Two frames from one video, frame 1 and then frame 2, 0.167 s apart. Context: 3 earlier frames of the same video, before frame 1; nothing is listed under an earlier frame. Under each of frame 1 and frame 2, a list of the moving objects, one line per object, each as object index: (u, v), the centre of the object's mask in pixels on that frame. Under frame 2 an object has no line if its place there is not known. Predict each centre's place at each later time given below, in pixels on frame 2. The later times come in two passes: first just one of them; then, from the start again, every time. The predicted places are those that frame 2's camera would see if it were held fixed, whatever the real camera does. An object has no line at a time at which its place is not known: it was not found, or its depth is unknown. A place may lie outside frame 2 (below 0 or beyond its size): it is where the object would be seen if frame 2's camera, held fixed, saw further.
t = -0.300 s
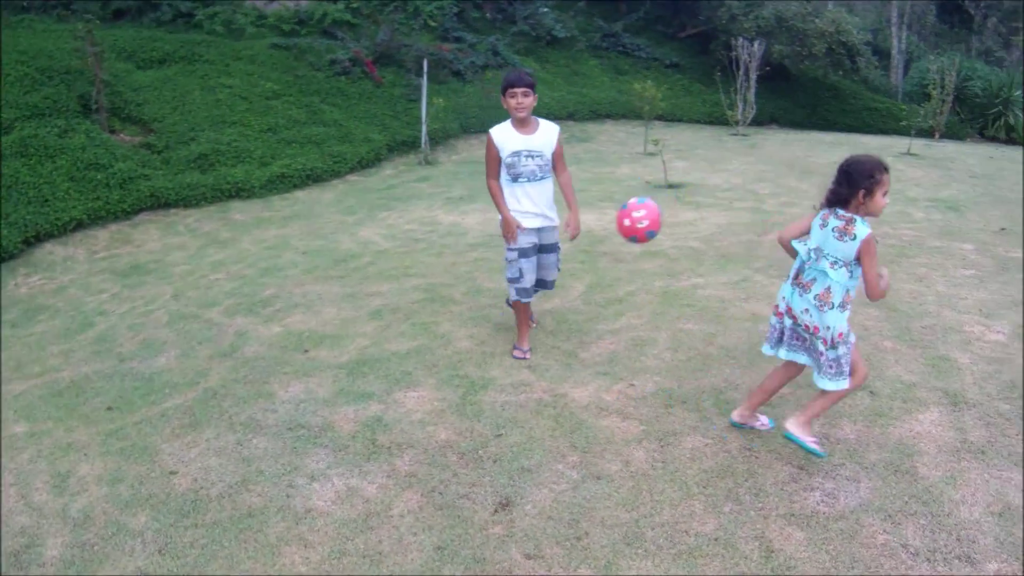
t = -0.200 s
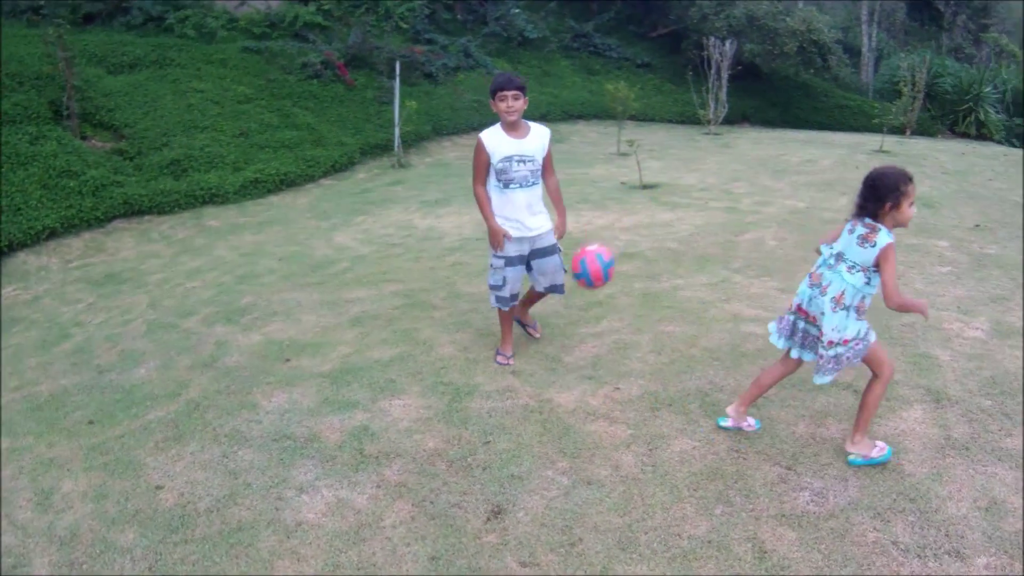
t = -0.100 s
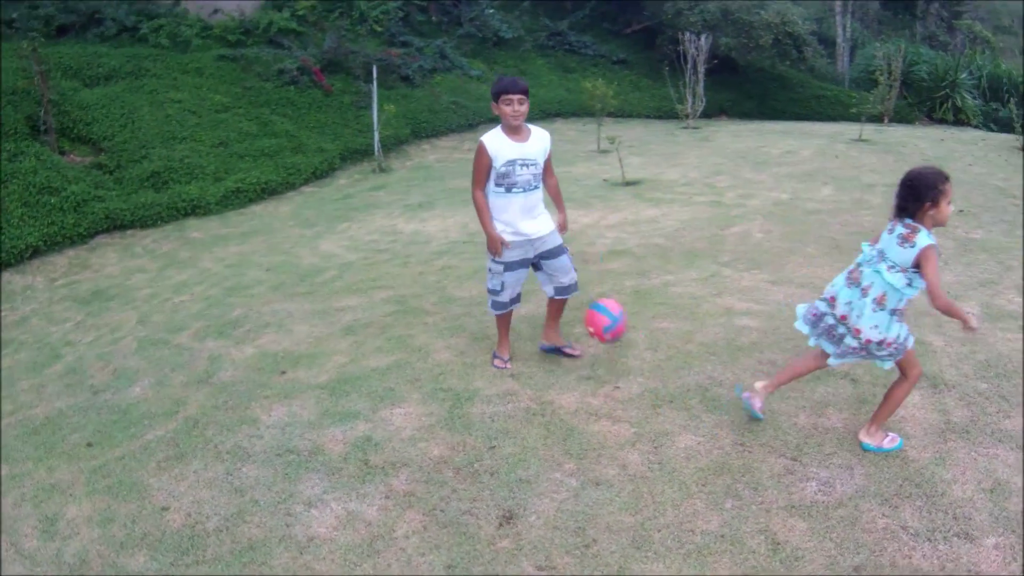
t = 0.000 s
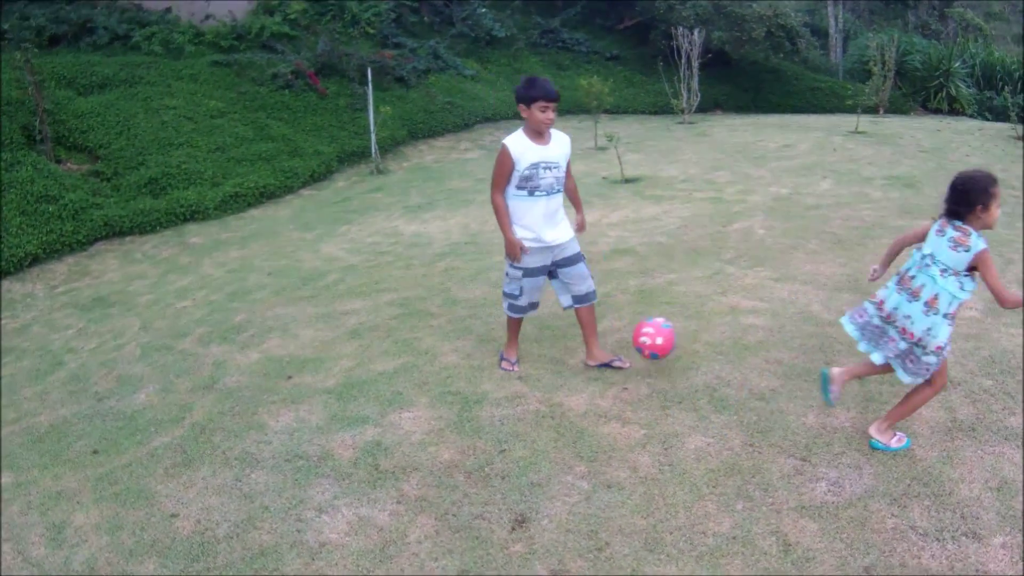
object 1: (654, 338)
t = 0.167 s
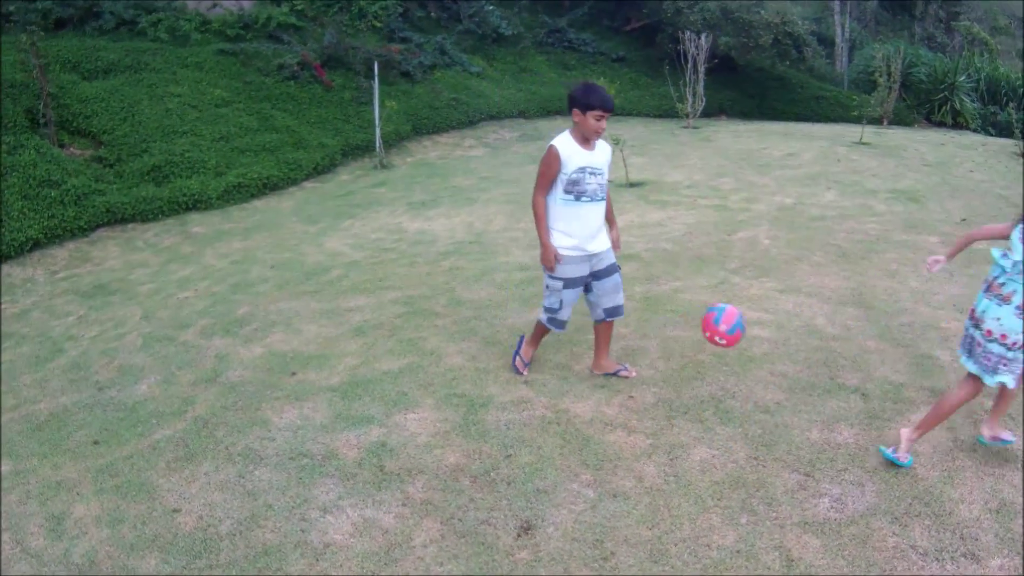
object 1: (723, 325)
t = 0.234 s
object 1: (749, 330)
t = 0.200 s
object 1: (736, 326)
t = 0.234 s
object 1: (749, 330)
